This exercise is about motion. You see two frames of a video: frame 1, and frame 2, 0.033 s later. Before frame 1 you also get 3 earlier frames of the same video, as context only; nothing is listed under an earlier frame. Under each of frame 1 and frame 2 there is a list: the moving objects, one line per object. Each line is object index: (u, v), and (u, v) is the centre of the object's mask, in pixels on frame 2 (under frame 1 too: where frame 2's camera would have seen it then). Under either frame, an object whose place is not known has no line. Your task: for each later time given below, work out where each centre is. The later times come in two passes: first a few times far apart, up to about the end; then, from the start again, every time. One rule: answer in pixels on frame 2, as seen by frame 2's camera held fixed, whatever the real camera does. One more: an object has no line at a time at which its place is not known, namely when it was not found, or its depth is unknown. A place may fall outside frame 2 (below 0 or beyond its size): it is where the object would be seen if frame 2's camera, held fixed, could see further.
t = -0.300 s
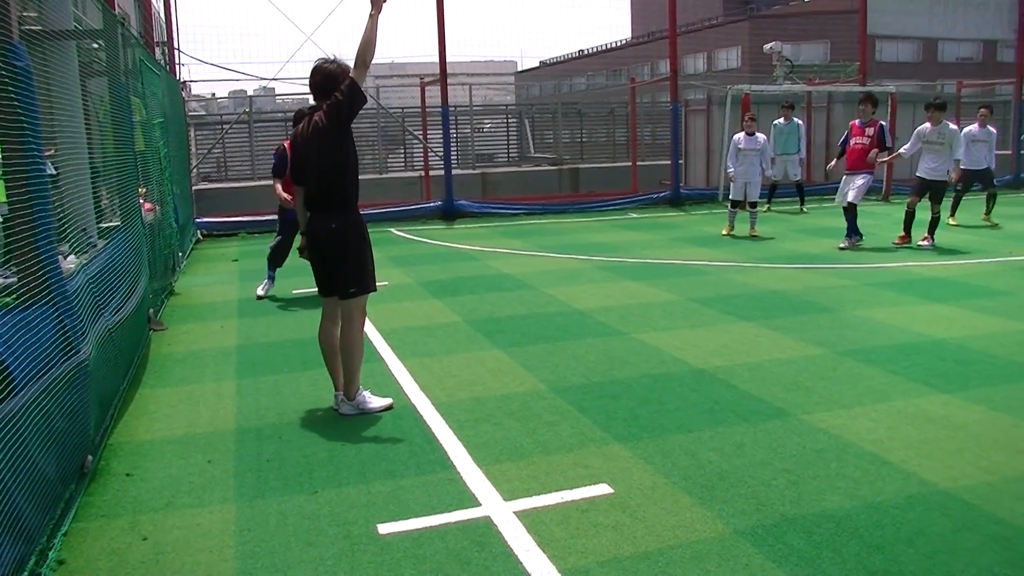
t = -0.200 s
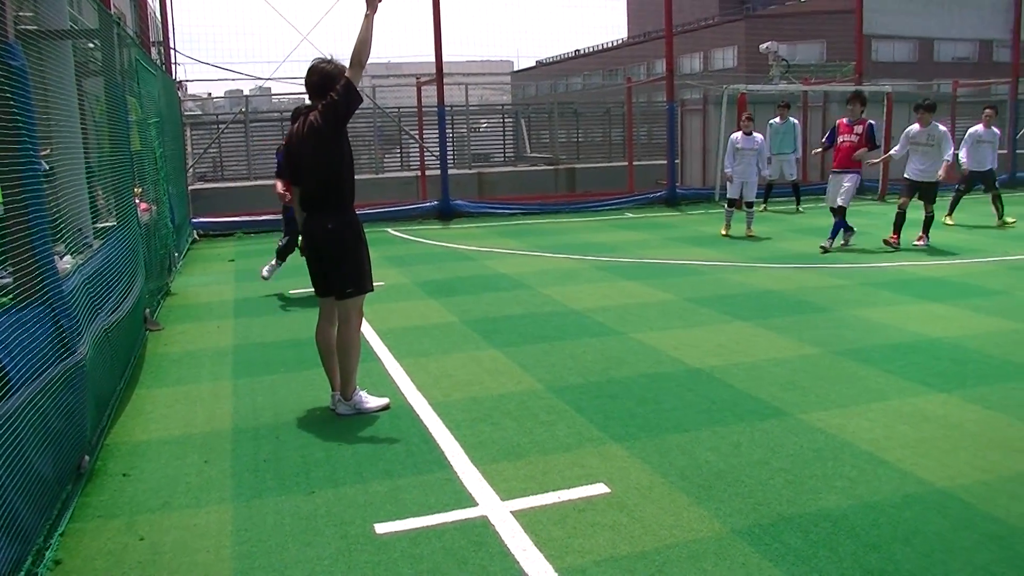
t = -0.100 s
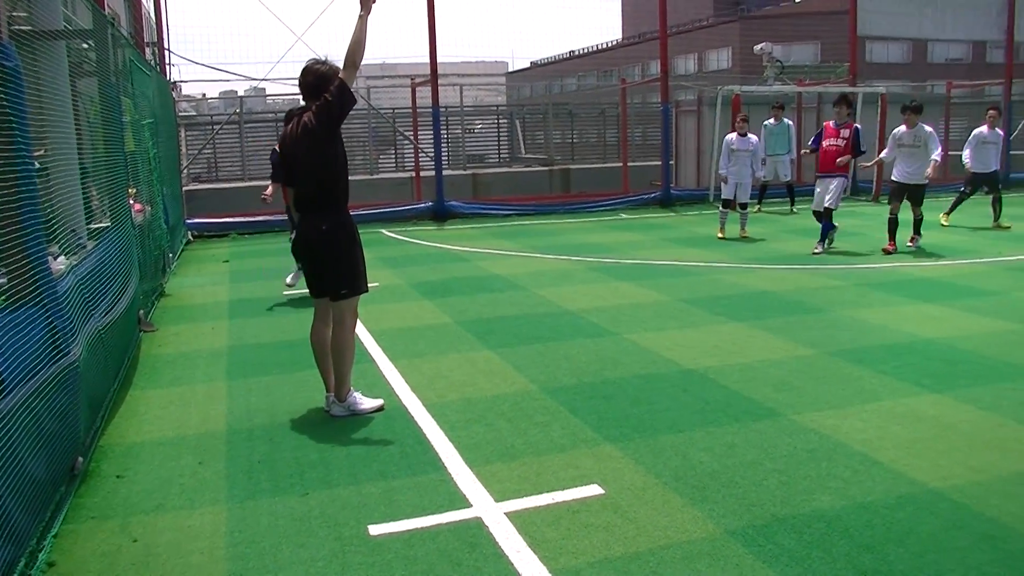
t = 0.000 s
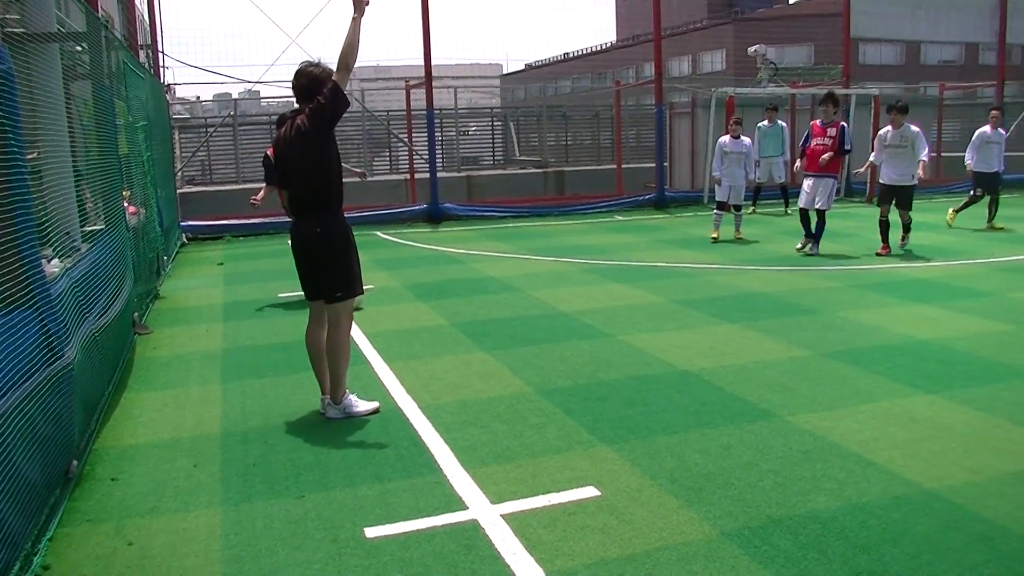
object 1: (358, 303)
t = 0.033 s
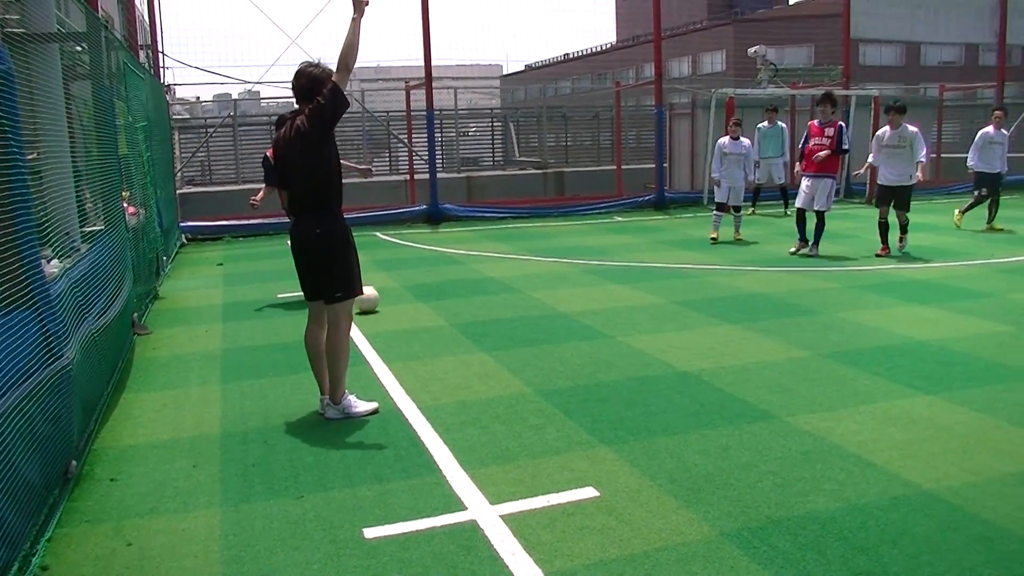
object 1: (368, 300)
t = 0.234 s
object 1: (472, 312)
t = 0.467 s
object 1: (611, 330)
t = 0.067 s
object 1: (383, 302)
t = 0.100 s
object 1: (401, 304)
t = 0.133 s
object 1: (419, 305)
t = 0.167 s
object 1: (435, 306)
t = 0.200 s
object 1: (453, 308)
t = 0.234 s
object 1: (472, 312)
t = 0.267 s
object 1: (491, 314)
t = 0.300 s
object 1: (508, 313)
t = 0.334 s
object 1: (528, 313)
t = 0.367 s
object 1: (548, 316)
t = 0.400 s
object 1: (569, 321)
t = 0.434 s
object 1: (589, 327)
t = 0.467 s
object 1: (611, 330)
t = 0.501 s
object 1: (634, 332)
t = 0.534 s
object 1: (657, 336)
